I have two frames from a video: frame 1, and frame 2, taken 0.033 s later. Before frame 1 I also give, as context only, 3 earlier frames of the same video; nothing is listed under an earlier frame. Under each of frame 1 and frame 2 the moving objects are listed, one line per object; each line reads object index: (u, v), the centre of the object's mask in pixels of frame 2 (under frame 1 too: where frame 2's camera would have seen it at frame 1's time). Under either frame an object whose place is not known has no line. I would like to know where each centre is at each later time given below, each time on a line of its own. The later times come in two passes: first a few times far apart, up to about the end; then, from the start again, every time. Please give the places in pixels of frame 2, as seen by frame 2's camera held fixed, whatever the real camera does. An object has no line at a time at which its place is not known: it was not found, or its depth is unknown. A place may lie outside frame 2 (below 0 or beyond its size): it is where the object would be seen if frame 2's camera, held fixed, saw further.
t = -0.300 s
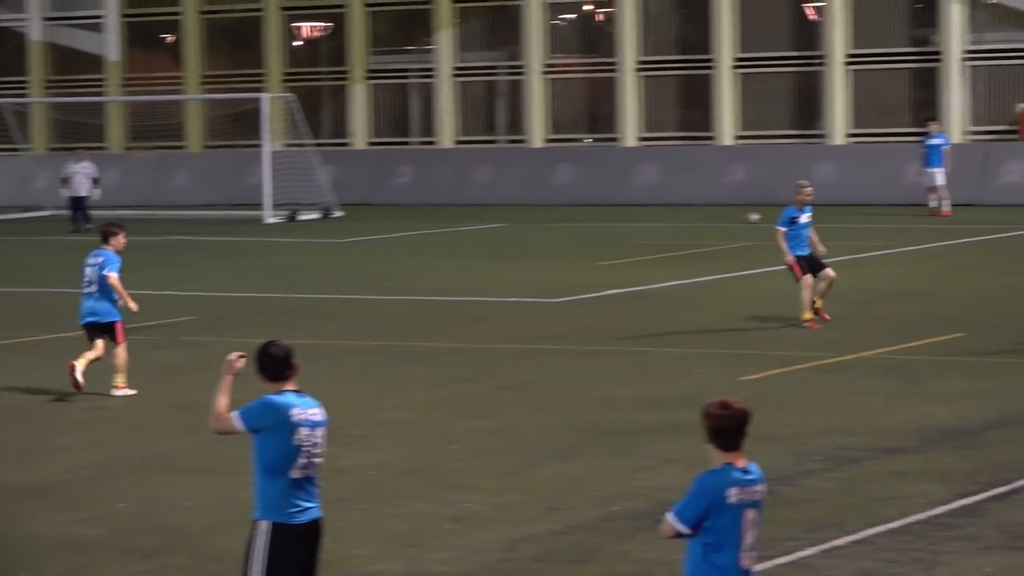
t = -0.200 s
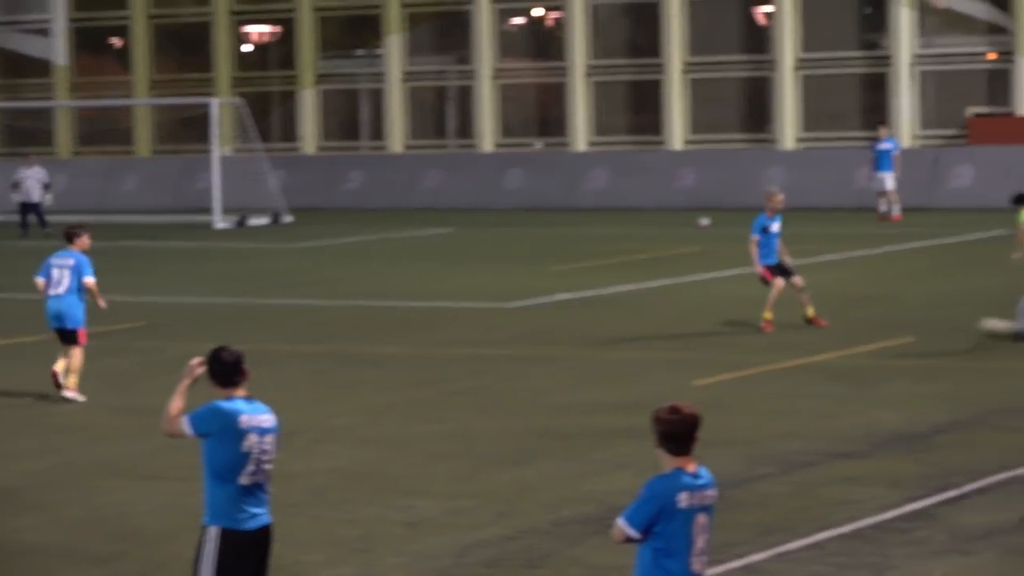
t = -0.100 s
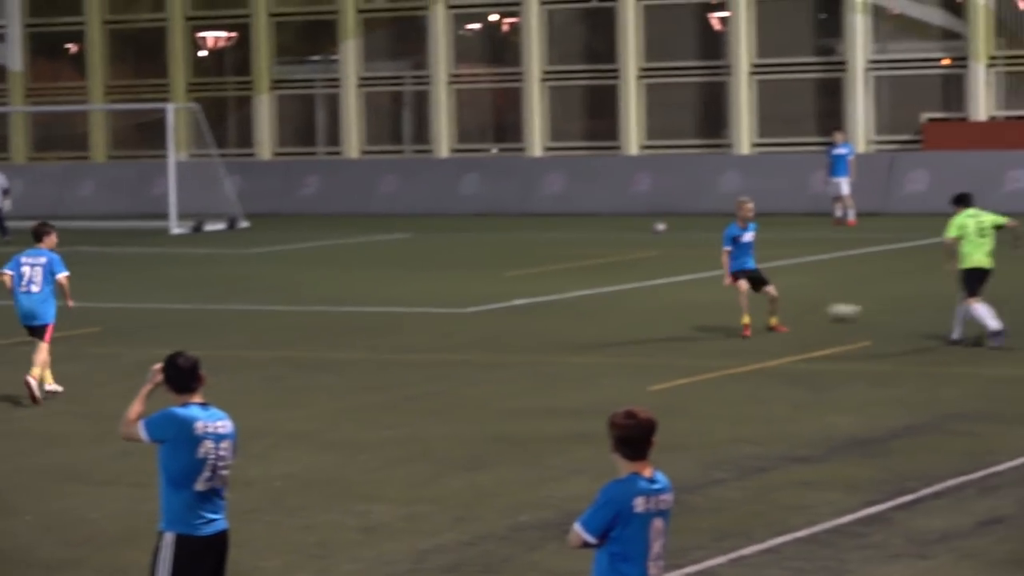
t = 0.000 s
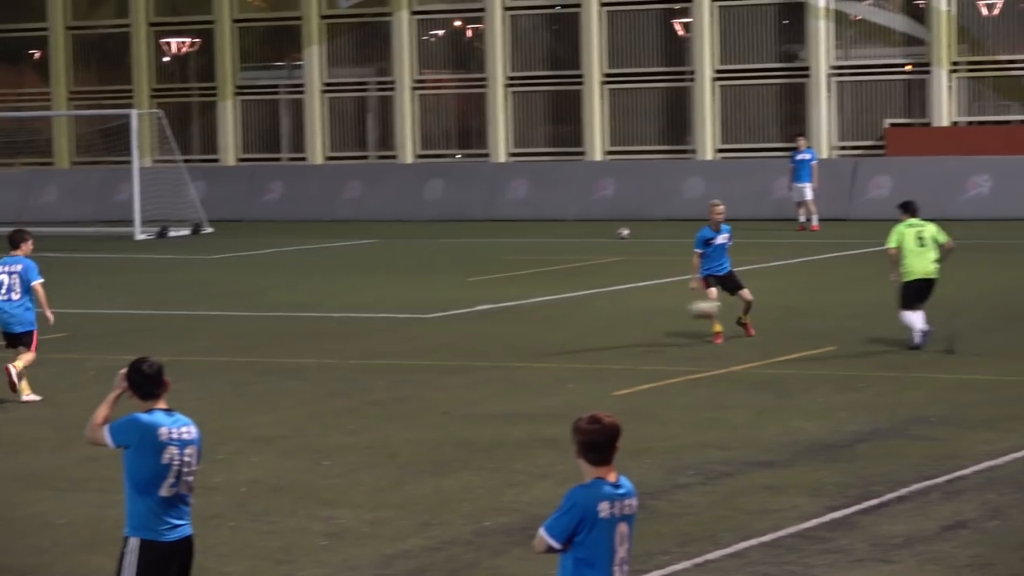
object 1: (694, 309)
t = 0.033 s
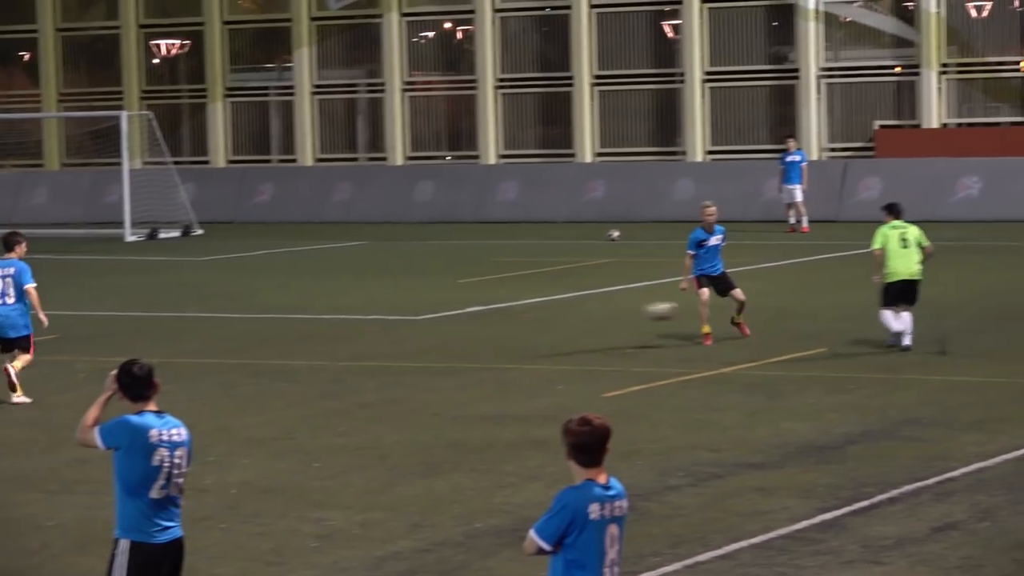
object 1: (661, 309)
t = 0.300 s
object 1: (415, 331)
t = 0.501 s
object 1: (276, 312)
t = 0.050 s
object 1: (643, 310)
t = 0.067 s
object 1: (628, 310)
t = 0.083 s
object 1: (611, 311)
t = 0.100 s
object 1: (596, 311)
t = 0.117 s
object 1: (580, 312)
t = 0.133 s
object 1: (564, 314)
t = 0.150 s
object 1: (547, 317)
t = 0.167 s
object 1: (532, 319)
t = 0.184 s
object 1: (517, 321)
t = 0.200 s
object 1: (501, 324)
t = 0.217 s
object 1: (485, 326)
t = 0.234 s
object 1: (470, 330)
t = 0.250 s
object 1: (455, 333)
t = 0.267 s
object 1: (441, 338)
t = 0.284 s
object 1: (428, 335)
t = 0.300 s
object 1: (415, 331)
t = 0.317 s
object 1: (403, 328)
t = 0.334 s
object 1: (391, 326)
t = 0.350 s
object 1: (380, 324)
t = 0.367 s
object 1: (369, 320)
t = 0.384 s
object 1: (357, 319)
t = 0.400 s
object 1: (345, 317)
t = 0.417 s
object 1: (333, 316)
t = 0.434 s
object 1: (322, 314)
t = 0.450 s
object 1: (310, 313)
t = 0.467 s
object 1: (299, 312)
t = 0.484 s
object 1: (287, 313)
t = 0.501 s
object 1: (276, 312)
